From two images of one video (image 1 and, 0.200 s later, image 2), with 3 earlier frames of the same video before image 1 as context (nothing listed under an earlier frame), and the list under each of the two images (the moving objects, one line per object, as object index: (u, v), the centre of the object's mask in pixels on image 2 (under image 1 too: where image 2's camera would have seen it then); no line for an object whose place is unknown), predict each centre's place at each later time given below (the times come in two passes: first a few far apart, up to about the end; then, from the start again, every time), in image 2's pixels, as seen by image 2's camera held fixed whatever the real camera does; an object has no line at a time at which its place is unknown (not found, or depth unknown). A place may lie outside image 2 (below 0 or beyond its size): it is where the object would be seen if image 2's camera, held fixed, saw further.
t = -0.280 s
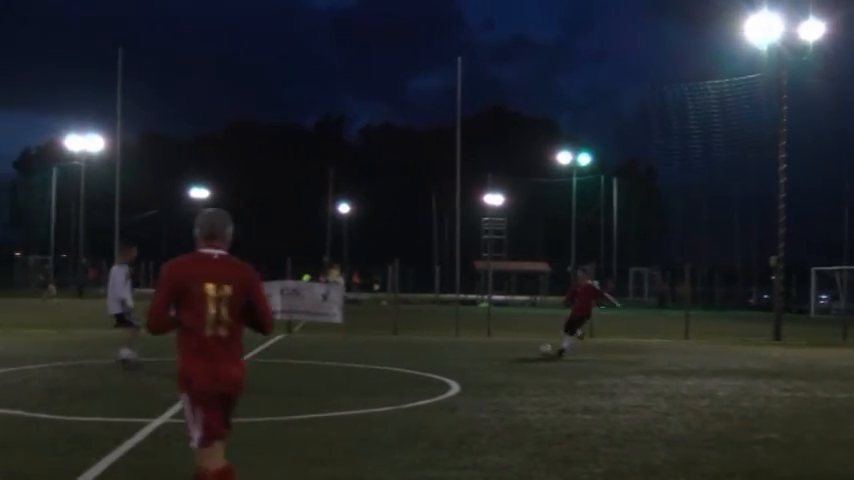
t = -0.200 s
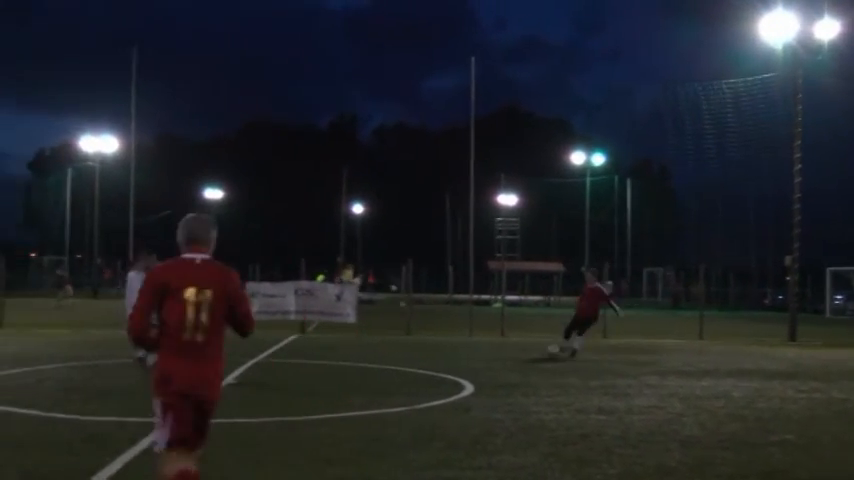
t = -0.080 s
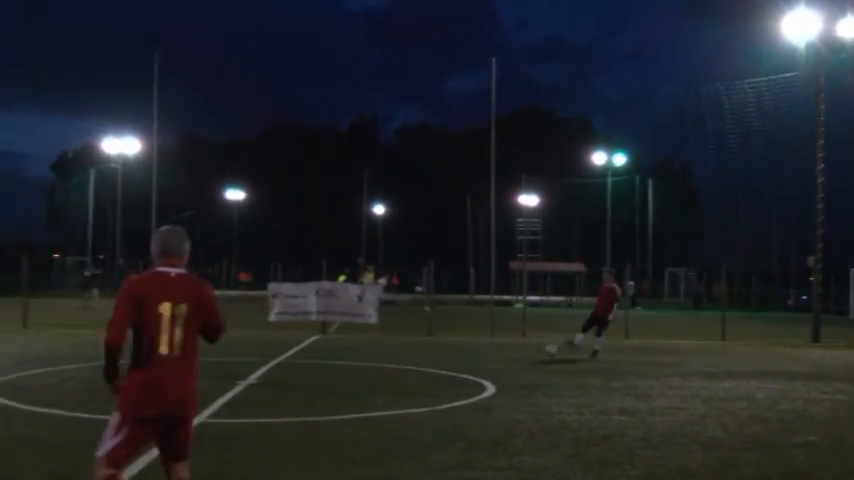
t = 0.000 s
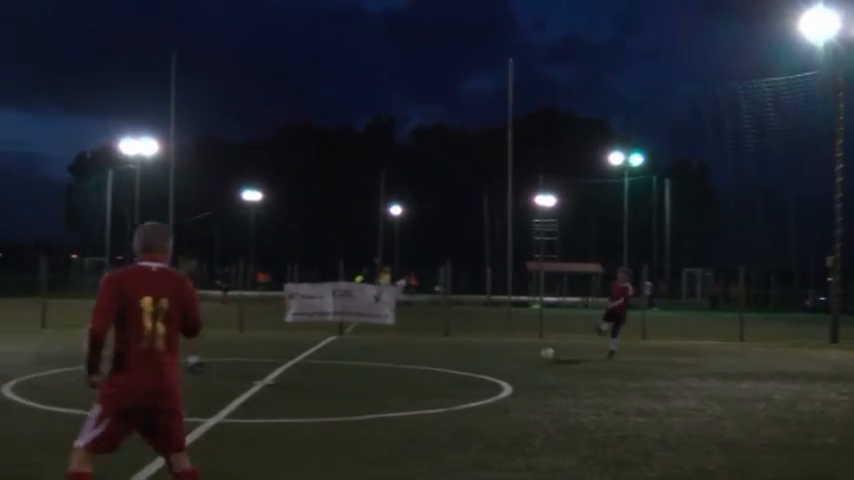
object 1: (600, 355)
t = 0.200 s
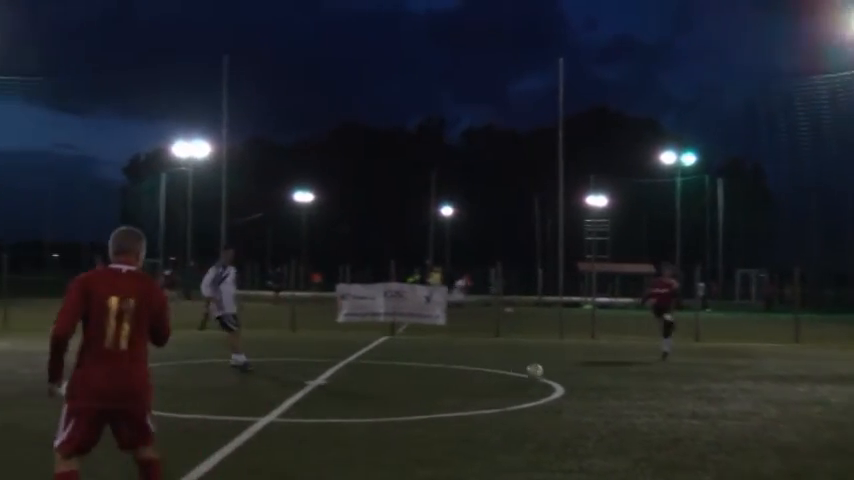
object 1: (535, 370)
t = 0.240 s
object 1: (520, 371)
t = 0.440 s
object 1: (435, 398)
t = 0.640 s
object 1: (329, 430)
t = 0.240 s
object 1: (520, 371)
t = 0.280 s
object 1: (504, 377)
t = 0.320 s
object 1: (488, 384)
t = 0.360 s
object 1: (470, 393)
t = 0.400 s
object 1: (453, 395)
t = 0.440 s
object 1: (435, 398)
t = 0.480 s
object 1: (416, 402)
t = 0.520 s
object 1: (396, 408)
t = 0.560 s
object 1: (374, 417)
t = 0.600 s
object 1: (350, 429)
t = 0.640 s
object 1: (329, 430)
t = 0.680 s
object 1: (307, 433)
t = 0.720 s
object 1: (282, 440)
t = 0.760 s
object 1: (256, 450)
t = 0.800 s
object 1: (229, 464)
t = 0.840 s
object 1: (197, 472)
